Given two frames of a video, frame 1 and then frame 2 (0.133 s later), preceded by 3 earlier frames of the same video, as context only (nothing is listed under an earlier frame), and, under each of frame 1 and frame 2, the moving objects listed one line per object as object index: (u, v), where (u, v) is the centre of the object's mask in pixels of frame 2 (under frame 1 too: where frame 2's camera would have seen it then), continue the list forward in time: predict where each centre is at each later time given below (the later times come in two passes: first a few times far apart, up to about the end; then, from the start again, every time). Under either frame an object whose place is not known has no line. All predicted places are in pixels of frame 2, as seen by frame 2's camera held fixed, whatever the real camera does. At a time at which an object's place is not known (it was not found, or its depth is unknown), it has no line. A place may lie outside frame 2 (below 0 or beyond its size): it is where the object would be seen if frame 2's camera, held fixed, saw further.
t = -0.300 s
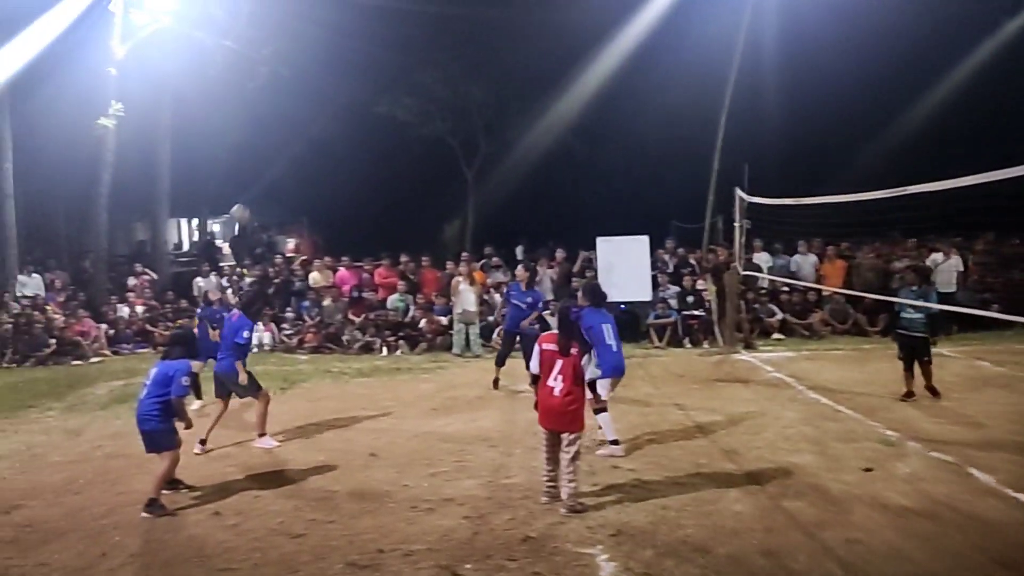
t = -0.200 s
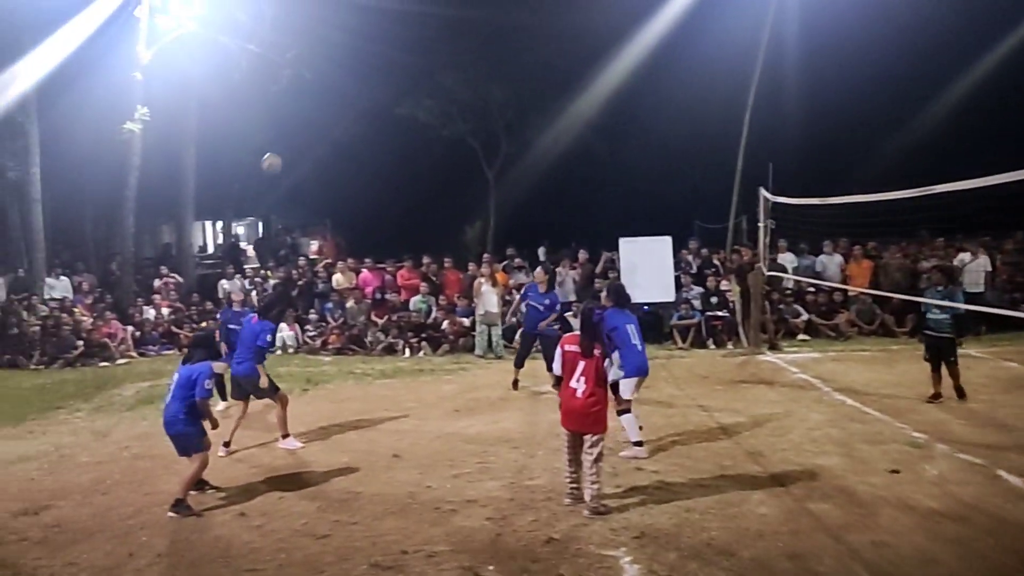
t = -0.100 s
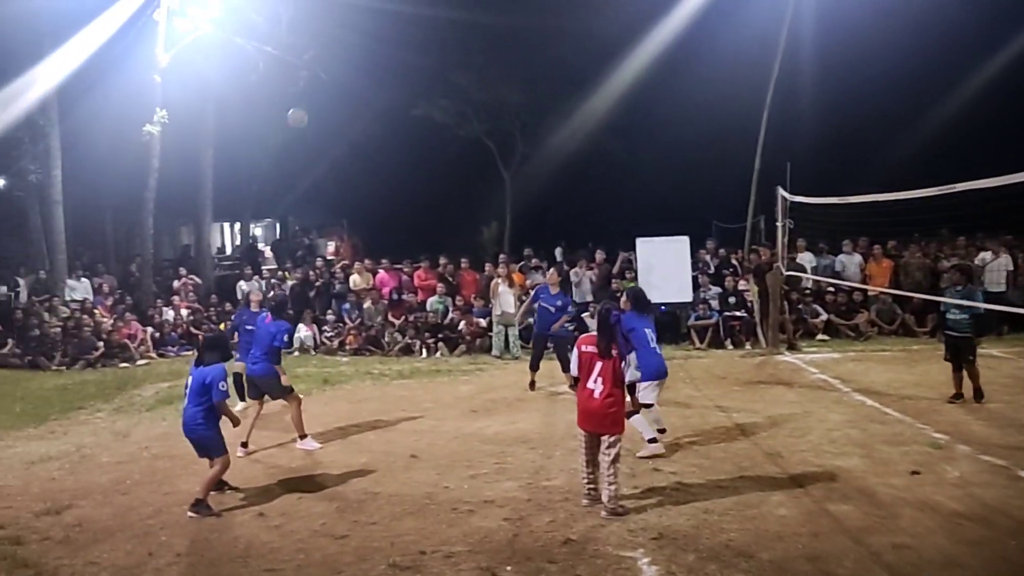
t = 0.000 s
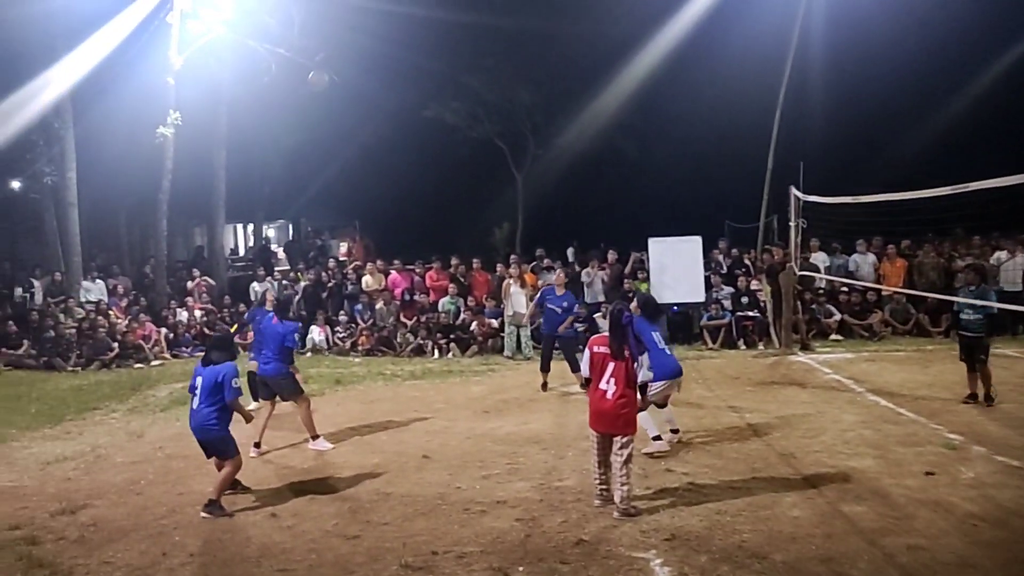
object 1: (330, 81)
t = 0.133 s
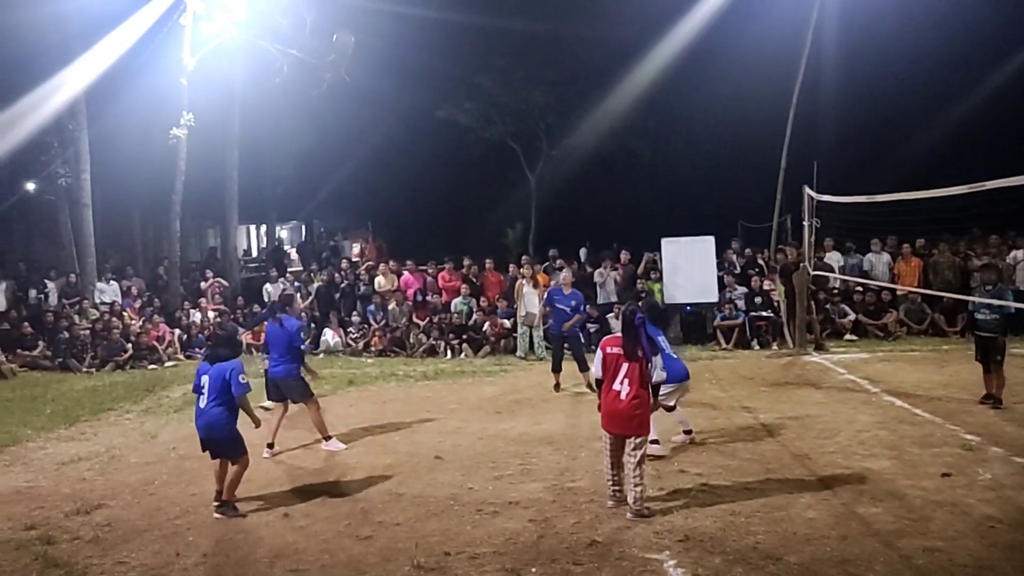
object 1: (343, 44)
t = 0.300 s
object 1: (360, 16)
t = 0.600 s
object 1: (402, 30)
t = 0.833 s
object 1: (439, 111)
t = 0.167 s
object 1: (346, 36)
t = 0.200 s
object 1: (349, 30)
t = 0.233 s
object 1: (353, 23)
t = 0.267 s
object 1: (357, 18)
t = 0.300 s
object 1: (360, 16)
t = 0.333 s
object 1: (363, 15)
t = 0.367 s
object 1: (365, 13)
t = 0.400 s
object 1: (371, 10)
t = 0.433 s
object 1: (373, 9)
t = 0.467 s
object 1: (382, 9)
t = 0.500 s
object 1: (388, 13)
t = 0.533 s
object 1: (392, 16)
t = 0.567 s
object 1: (396, 22)
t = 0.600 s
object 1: (402, 30)
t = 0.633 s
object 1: (407, 37)
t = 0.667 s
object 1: (412, 47)
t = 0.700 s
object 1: (417, 57)
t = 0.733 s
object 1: (422, 67)
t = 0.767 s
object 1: (428, 81)
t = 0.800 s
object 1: (433, 95)
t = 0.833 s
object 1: (439, 111)
